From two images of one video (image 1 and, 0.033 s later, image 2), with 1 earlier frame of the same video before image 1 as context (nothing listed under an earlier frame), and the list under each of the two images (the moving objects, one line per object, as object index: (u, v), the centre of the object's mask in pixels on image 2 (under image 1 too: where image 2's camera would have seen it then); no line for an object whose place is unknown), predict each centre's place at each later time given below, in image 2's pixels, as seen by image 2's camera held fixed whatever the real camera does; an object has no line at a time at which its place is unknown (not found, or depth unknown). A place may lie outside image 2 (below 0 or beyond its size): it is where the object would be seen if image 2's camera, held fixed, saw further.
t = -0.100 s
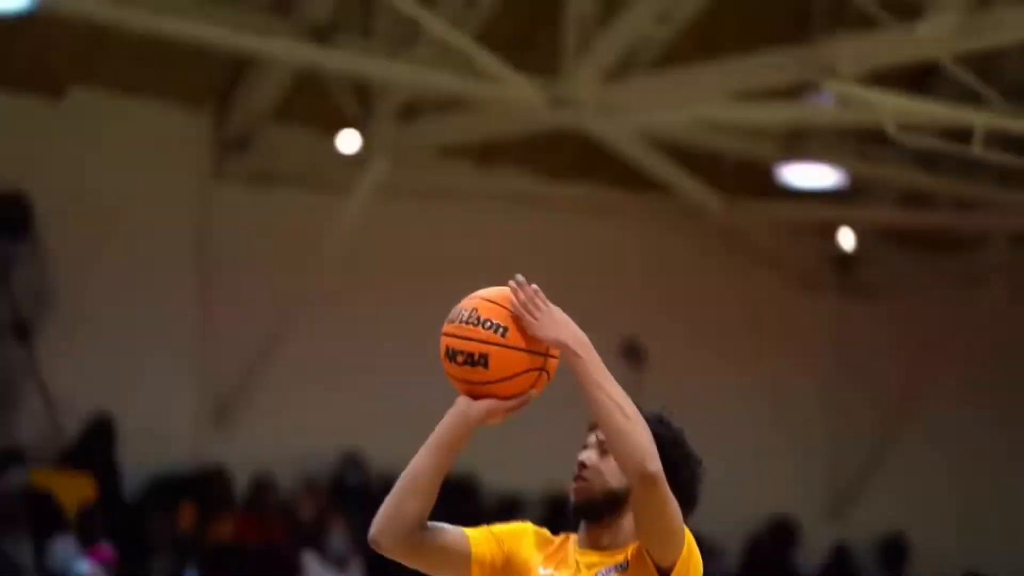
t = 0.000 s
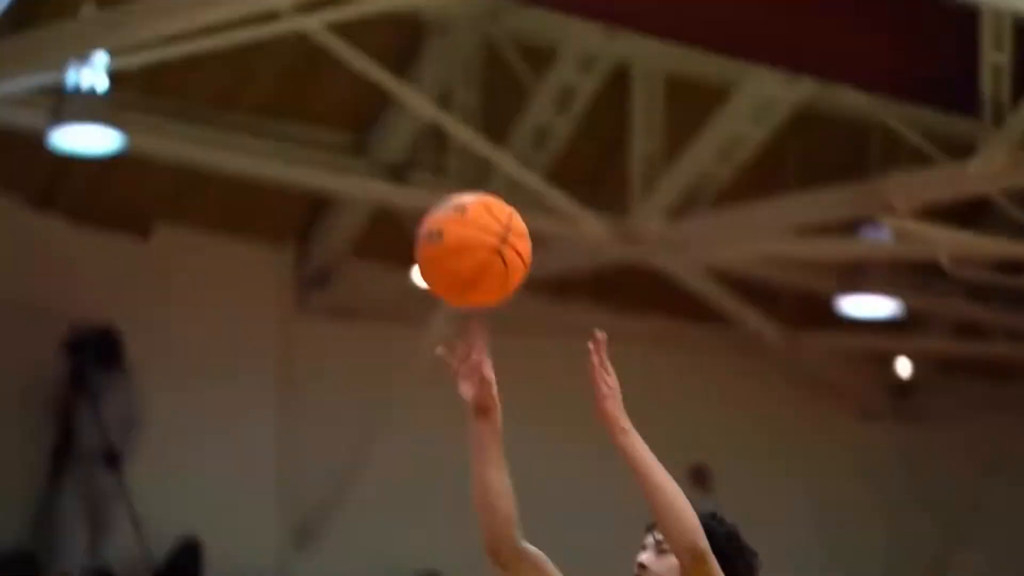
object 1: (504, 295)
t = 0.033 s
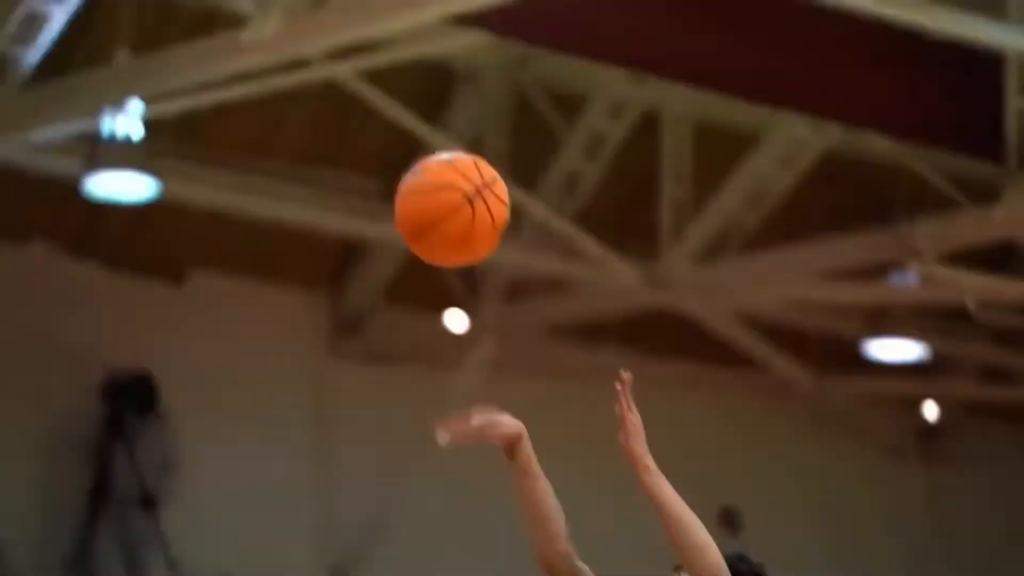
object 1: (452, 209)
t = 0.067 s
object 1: (398, 123)
